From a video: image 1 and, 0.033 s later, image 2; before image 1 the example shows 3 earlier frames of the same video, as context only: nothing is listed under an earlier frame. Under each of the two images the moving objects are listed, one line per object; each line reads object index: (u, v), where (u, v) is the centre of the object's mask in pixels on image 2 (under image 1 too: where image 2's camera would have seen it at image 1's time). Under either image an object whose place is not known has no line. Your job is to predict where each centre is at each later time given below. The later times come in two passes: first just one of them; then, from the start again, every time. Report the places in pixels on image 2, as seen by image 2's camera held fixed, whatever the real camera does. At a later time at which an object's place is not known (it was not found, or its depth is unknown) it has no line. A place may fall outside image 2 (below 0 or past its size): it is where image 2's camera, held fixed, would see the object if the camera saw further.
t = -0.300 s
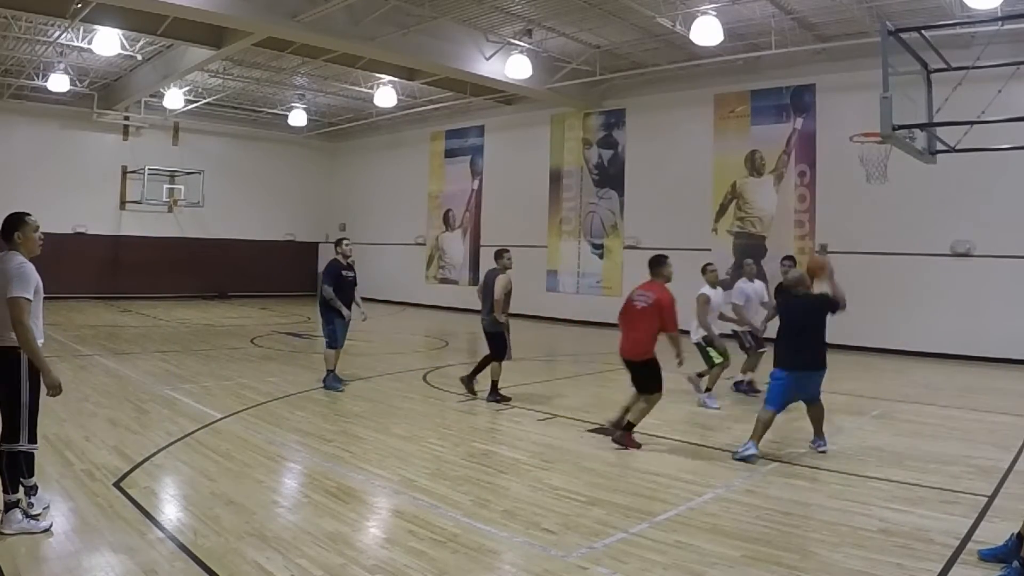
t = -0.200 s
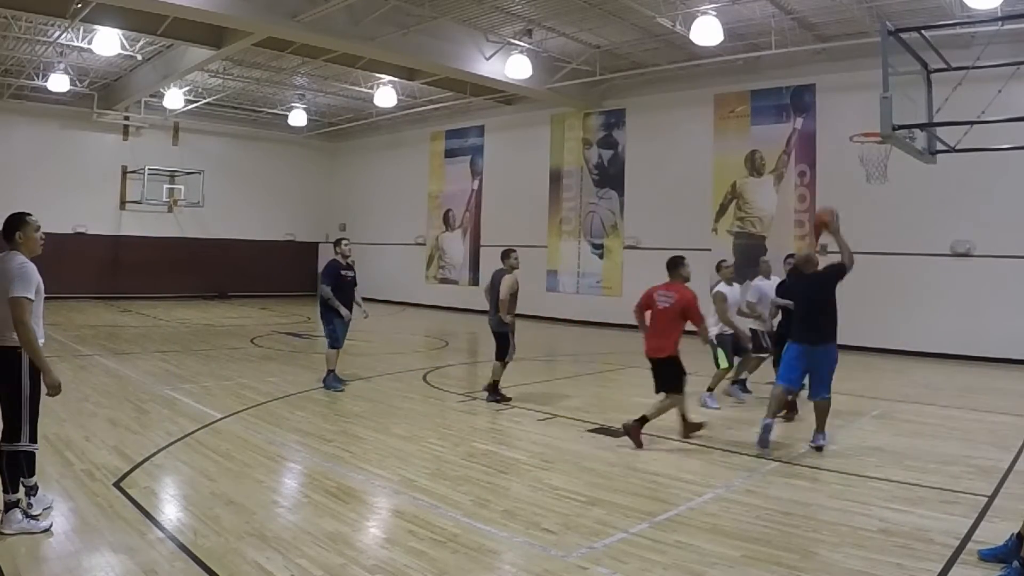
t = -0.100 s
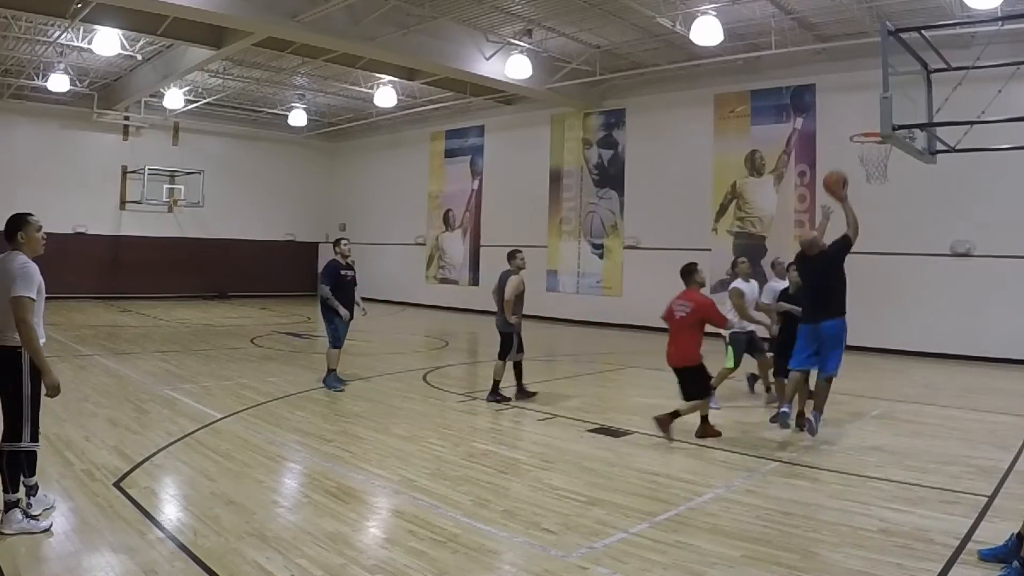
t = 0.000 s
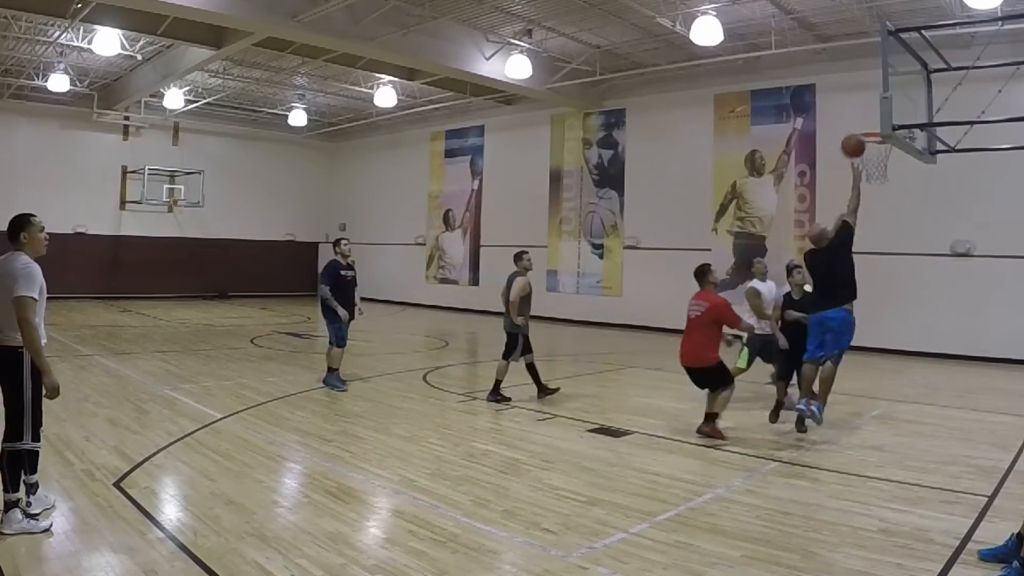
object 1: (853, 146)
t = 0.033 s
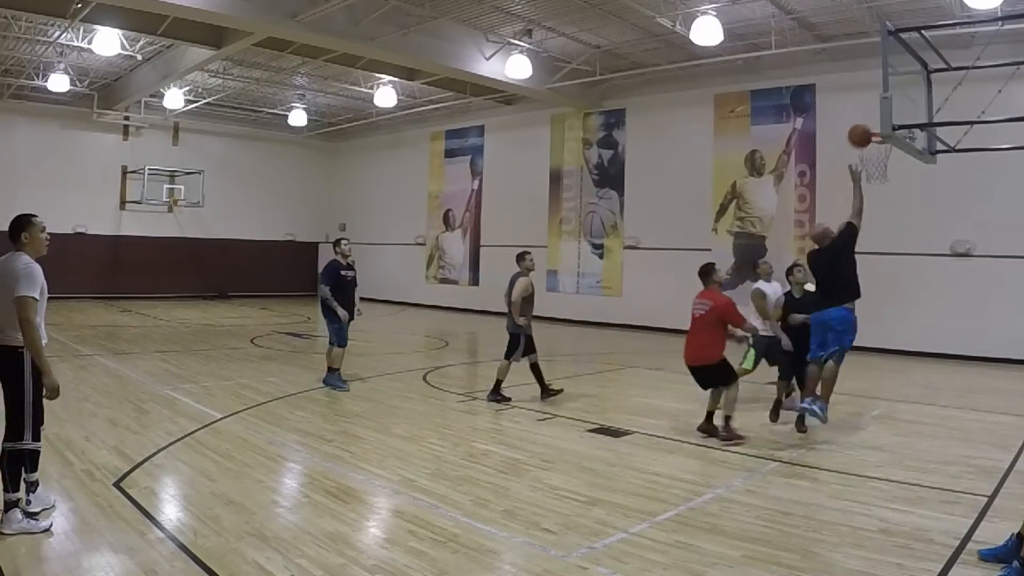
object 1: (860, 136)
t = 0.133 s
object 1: (874, 113)
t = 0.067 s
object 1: (866, 127)
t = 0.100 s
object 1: (871, 119)
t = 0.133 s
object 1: (874, 113)
